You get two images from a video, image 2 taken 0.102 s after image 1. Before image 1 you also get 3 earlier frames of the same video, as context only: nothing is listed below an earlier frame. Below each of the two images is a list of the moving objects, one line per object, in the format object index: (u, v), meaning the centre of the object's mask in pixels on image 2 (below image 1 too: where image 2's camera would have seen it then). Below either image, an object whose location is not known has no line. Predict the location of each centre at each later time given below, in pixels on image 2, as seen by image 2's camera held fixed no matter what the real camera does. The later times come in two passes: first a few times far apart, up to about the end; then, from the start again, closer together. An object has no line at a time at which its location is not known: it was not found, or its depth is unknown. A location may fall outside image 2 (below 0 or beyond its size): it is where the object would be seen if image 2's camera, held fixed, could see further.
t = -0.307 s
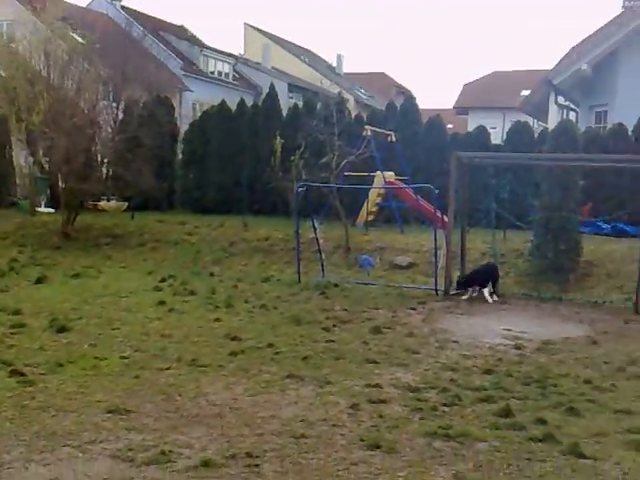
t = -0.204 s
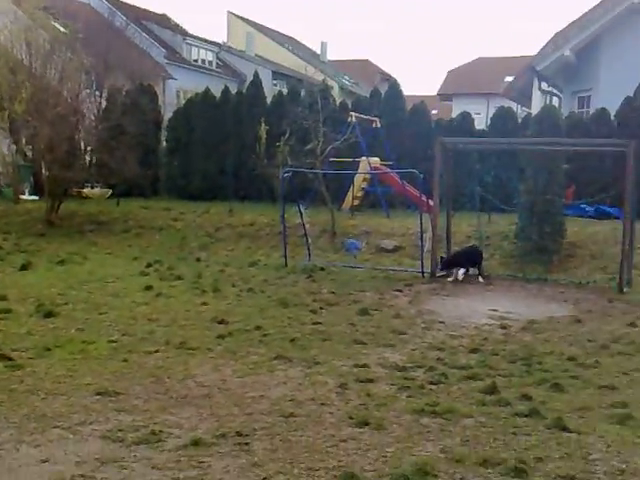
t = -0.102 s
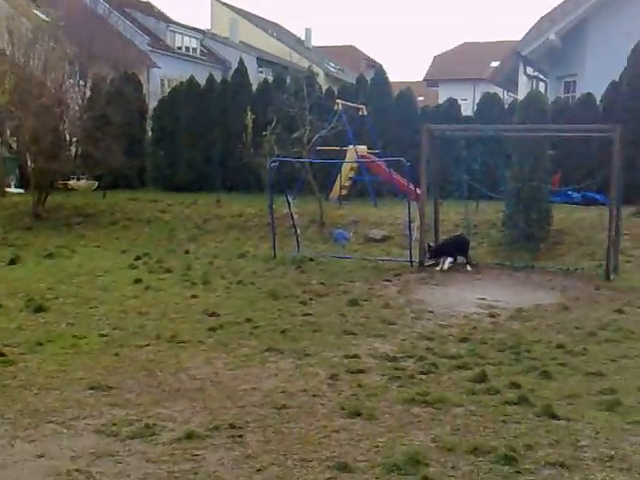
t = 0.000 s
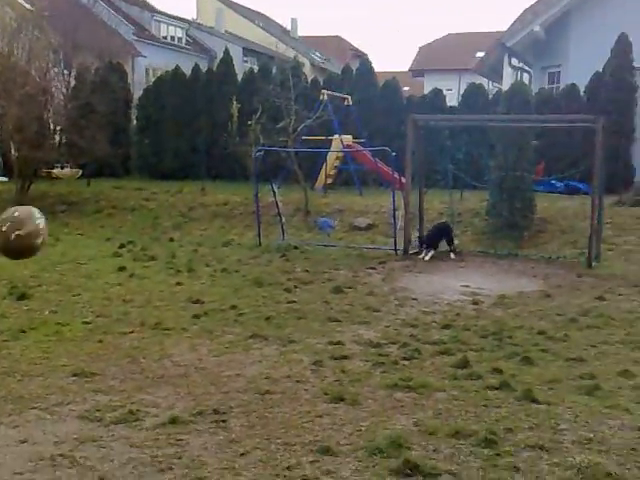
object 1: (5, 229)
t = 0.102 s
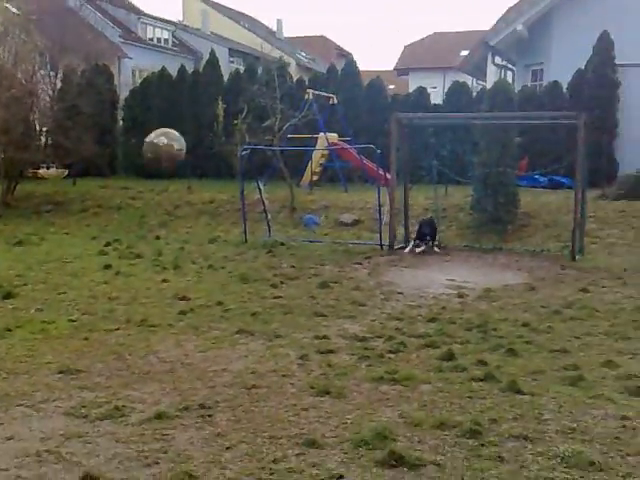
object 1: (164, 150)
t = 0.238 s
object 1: (296, 99)
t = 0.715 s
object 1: (507, 138)
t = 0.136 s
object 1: (203, 132)
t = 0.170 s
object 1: (238, 118)
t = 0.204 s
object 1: (268, 110)
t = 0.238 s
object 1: (296, 99)
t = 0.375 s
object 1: (377, 90)
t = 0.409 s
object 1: (393, 87)
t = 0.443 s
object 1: (406, 88)
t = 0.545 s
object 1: (455, 104)
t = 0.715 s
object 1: (507, 138)
